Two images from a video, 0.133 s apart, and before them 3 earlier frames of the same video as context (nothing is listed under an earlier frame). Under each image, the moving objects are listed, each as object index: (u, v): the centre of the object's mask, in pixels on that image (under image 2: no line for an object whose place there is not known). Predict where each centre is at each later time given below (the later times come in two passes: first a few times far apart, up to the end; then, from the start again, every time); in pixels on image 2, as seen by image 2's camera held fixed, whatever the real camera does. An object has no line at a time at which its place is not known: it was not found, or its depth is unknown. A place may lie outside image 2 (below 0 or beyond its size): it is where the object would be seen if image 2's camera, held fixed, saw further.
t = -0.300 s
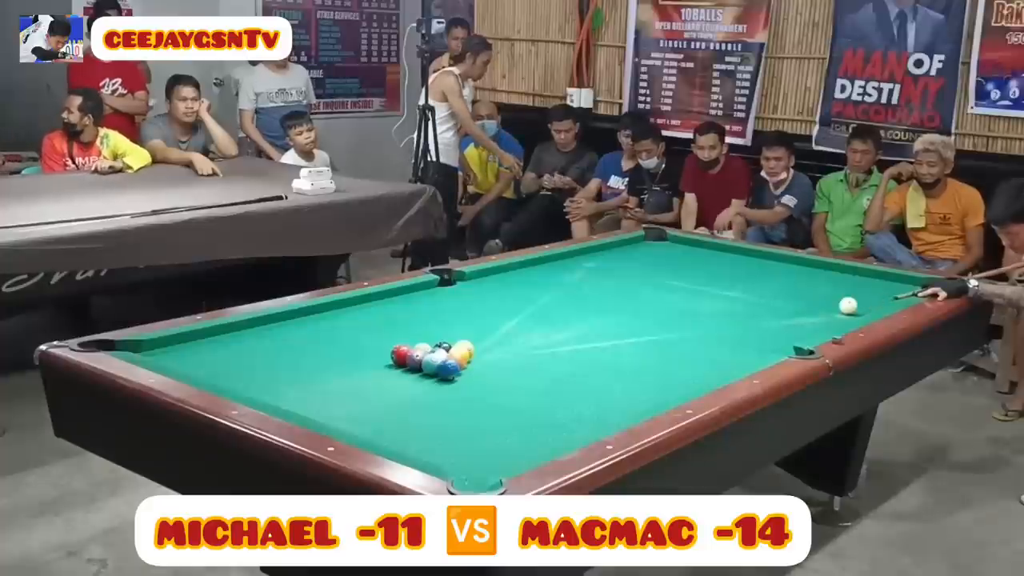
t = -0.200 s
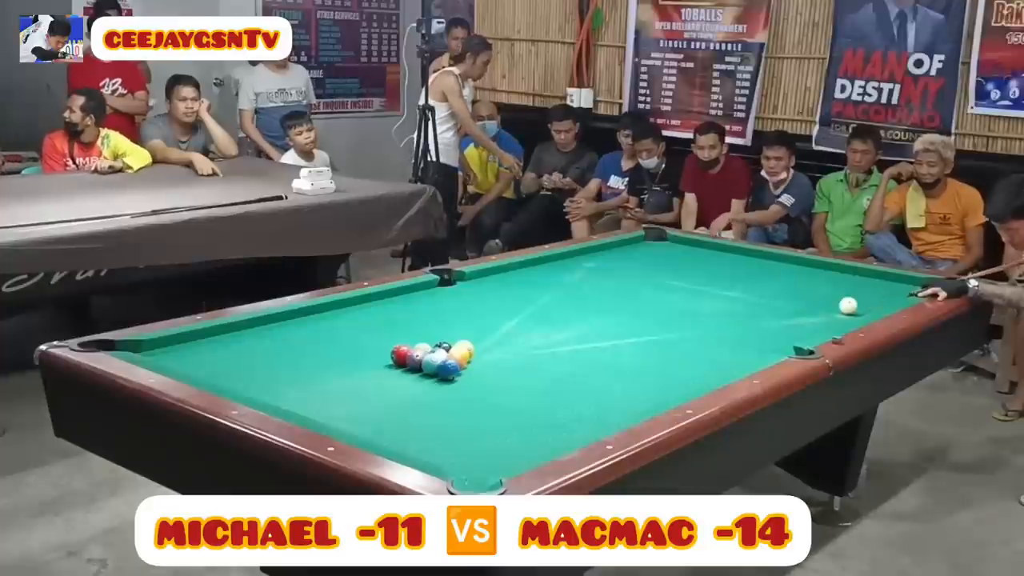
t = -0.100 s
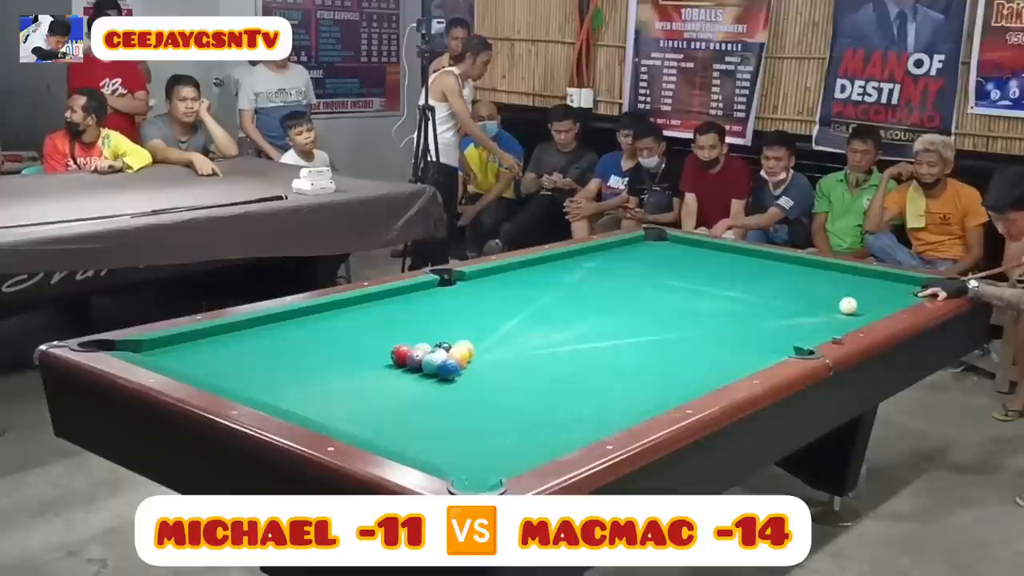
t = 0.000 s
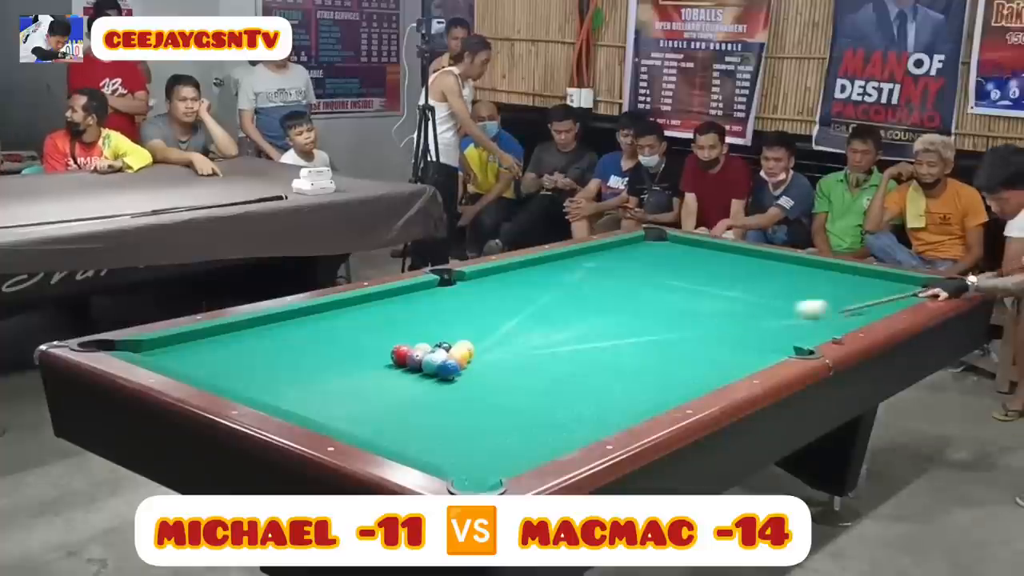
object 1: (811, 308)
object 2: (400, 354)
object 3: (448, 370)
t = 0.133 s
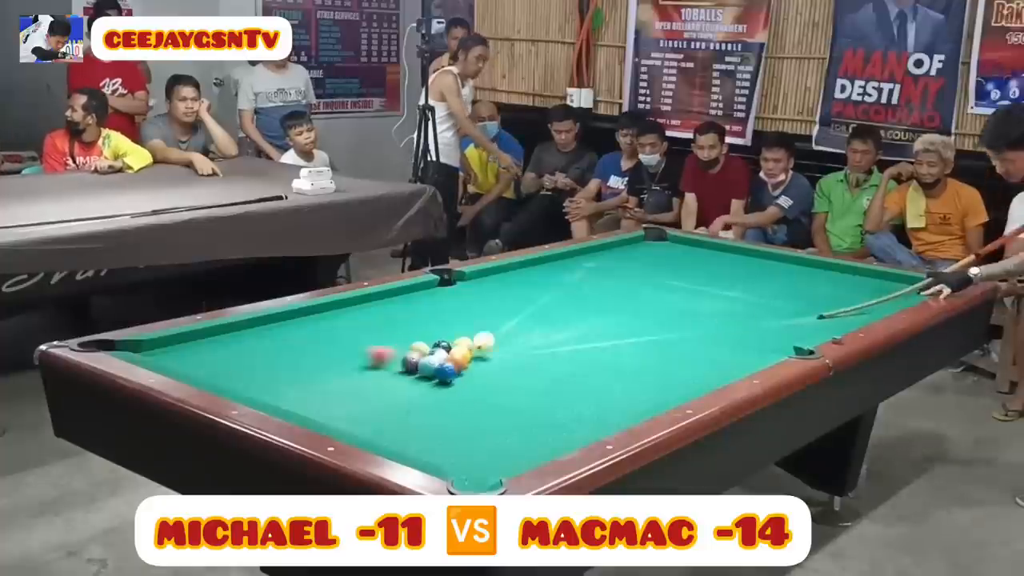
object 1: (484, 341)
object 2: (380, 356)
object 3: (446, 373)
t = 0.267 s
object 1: (514, 320)
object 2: (215, 344)
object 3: (408, 423)
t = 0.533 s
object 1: (557, 322)
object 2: (442, 305)
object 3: (510, 434)
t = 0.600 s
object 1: (563, 321)
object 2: (459, 295)
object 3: (544, 430)
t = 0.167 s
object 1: (492, 330)
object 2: (301, 362)
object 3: (436, 385)
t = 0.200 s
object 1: (500, 323)
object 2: (219, 366)
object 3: (427, 396)
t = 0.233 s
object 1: (507, 320)
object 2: (191, 360)
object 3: (418, 410)
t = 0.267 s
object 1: (514, 320)
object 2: (215, 344)
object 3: (408, 423)
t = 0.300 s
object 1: (522, 323)
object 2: (237, 334)
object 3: (398, 435)
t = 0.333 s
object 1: (529, 331)
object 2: (256, 324)
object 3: (394, 441)
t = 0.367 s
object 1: (535, 326)
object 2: (284, 318)
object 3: (415, 443)
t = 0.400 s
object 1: (540, 322)
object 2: (318, 313)
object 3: (437, 442)
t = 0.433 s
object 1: (545, 322)
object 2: (352, 309)
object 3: (457, 439)
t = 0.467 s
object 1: (550, 325)
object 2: (384, 309)
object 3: (475, 437)
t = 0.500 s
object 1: (553, 322)
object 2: (412, 303)
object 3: (493, 435)
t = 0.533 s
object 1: (557, 322)
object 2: (442, 305)
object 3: (510, 434)
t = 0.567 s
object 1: (560, 321)
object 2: (451, 300)
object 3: (527, 432)
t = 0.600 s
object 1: (563, 321)
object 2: (459, 295)
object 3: (544, 430)
